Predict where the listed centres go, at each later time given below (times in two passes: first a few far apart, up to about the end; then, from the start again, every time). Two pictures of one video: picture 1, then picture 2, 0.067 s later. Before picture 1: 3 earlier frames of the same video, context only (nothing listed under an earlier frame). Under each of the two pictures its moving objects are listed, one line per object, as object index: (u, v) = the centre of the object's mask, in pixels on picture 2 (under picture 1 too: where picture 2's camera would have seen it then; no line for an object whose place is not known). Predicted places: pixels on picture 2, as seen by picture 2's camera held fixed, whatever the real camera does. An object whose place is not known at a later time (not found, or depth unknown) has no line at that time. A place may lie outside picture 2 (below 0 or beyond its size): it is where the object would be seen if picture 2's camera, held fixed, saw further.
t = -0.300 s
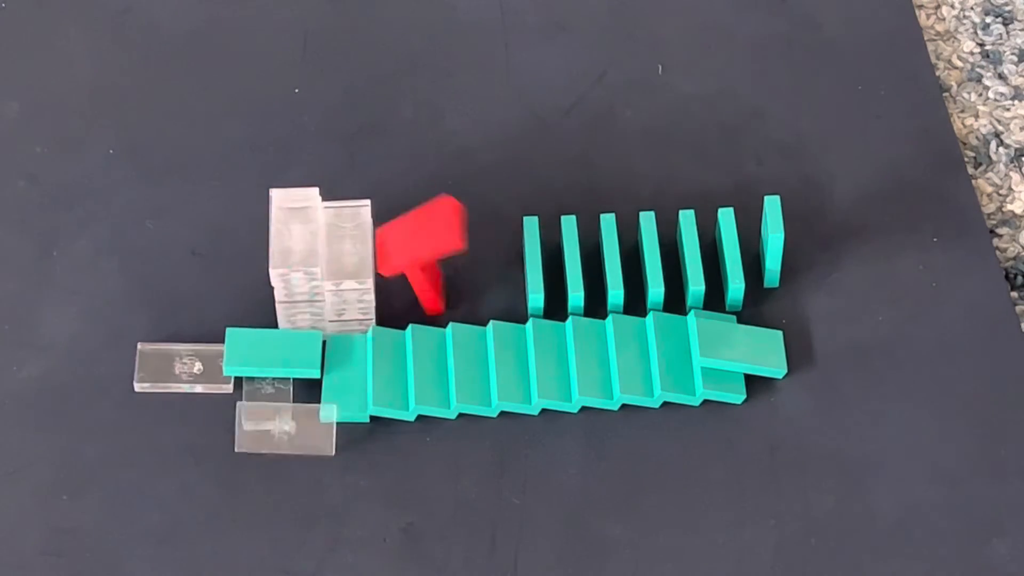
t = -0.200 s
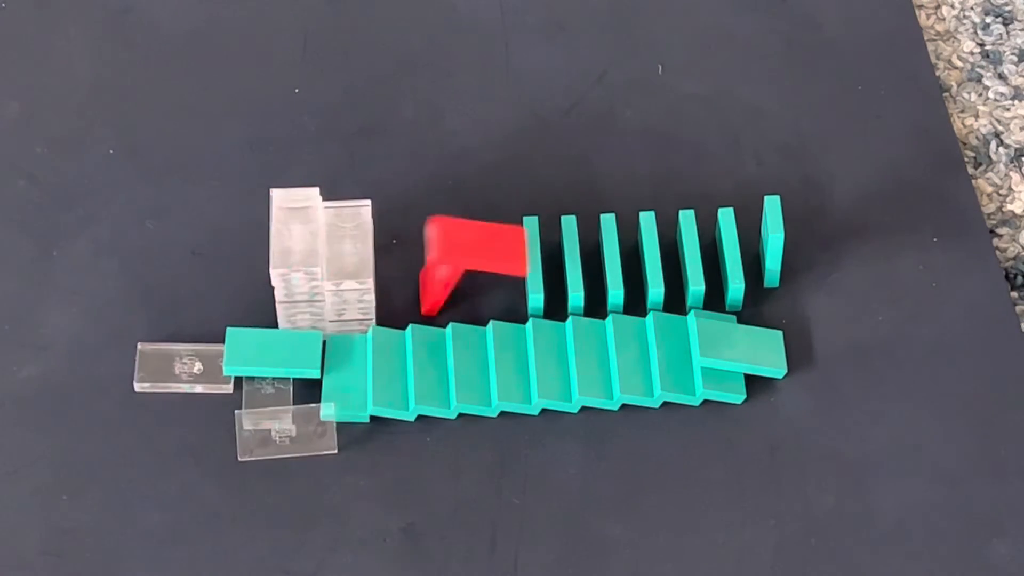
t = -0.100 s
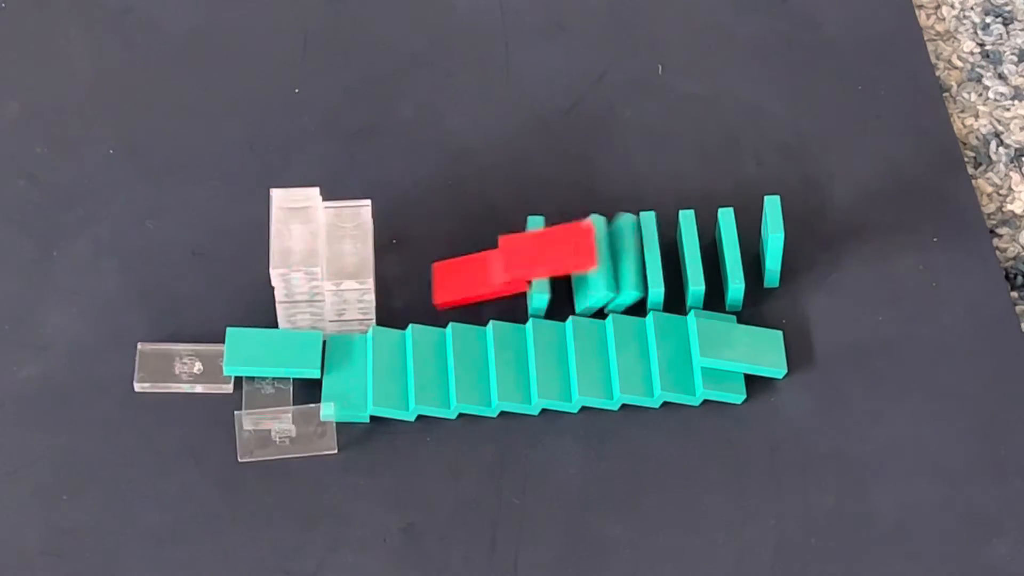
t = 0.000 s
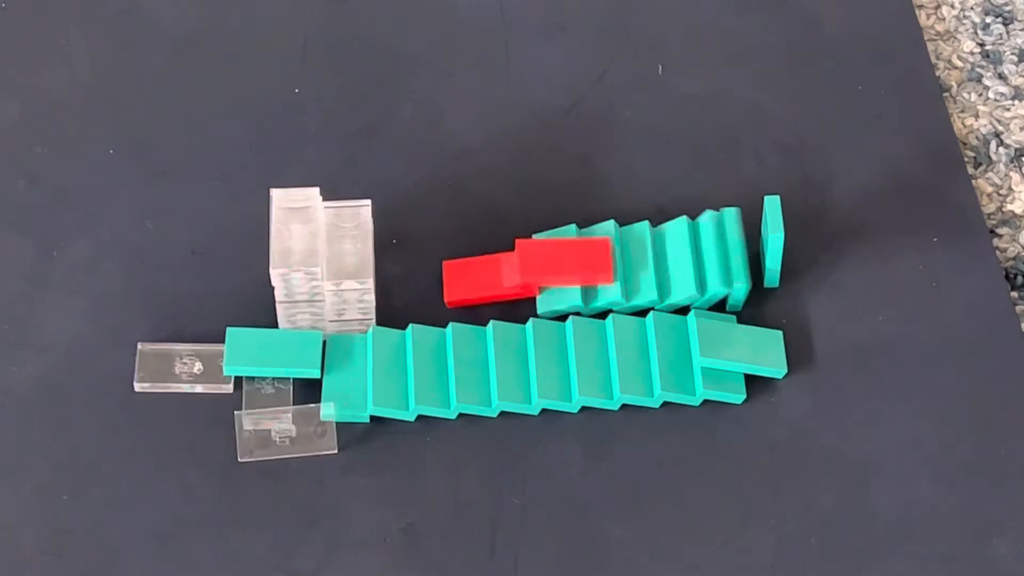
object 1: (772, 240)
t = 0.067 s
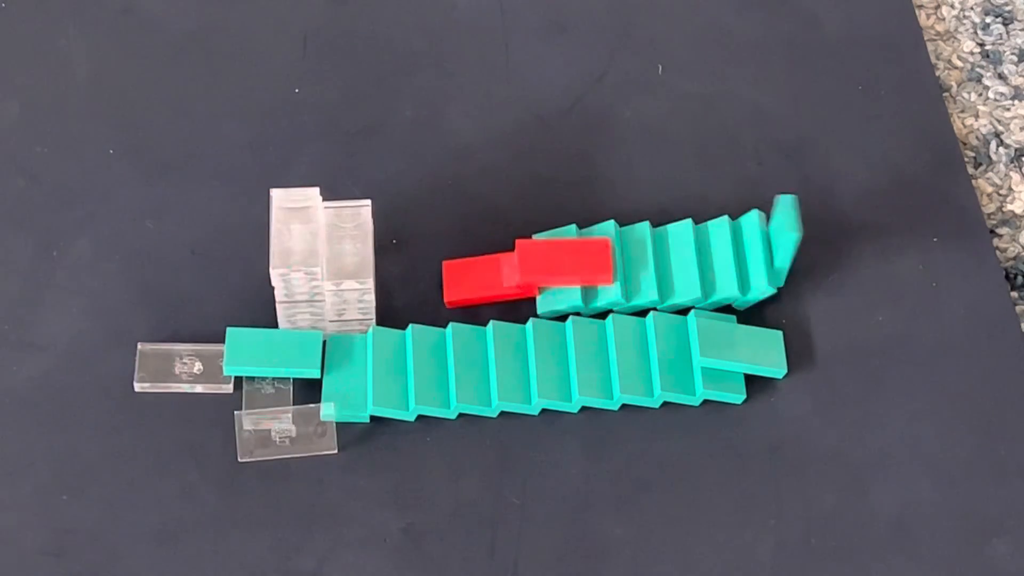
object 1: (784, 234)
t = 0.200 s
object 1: (830, 259)
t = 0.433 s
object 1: (830, 259)
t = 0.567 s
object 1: (831, 260)
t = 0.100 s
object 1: (799, 234)
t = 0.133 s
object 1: (816, 240)
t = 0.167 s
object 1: (829, 254)
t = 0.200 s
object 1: (830, 259)
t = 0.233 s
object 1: (830, 260)
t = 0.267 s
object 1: (830, 260)
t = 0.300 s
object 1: (830, 260)
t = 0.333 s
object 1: (830, 260)
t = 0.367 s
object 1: (830, 260)
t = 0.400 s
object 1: (830, 259)
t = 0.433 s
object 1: (830, 259)
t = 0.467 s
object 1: (831, 260)
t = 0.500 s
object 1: (831, 260)
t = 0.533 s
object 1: (831, 259)
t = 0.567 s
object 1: (831, 260)
